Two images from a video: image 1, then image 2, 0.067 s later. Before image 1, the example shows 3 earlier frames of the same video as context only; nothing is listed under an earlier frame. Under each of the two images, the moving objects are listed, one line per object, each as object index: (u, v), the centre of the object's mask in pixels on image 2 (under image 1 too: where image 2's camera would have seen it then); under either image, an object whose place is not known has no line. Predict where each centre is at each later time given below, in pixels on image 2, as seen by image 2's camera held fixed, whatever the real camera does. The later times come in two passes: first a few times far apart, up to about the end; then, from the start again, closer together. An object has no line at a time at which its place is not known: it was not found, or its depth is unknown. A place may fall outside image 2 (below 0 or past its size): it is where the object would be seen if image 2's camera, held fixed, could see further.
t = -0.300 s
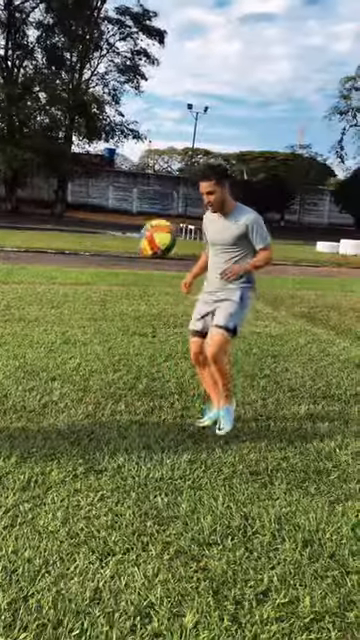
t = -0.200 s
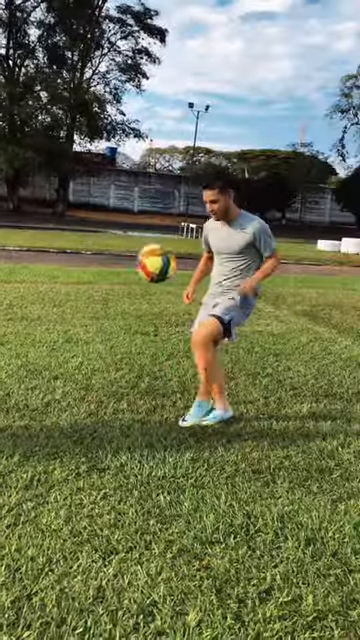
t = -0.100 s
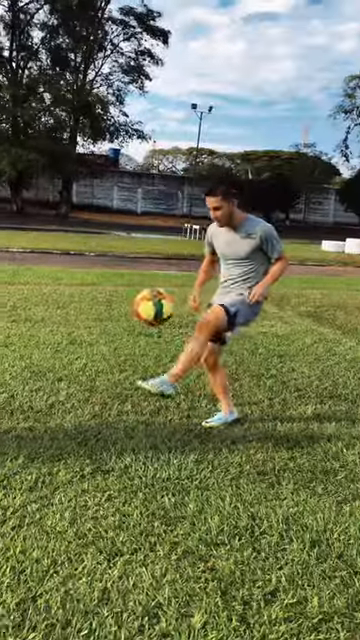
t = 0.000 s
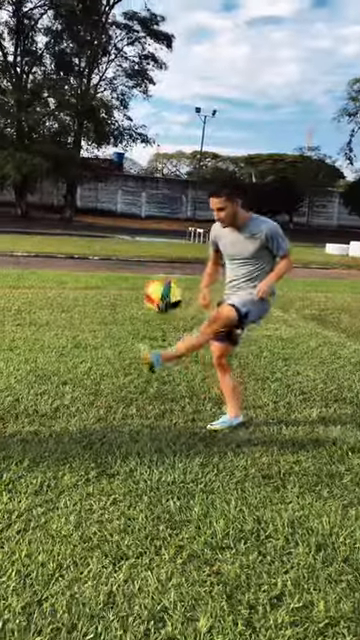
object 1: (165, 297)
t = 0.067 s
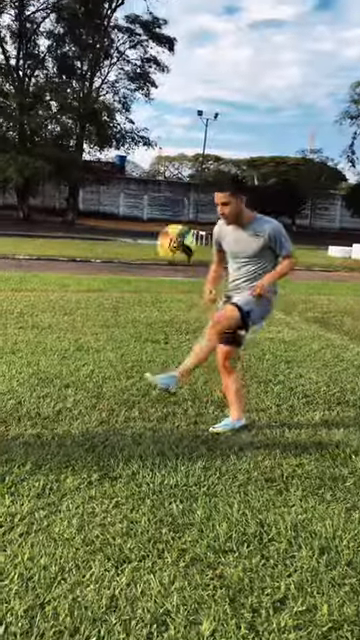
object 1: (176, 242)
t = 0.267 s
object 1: (208, 130)
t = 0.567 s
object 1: (243, 101)
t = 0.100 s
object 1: (181, 219)
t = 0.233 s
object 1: (203, 144)
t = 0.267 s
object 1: (208, 130)
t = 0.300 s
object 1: (213, 119)
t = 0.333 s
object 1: (217, 109)
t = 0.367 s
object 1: (222, 101)
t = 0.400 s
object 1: (225, 96)
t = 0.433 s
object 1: (229, 93)
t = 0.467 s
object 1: (233, 92)
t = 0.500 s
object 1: (237, 93)
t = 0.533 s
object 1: (240, 96)
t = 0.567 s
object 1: (243, 101)
